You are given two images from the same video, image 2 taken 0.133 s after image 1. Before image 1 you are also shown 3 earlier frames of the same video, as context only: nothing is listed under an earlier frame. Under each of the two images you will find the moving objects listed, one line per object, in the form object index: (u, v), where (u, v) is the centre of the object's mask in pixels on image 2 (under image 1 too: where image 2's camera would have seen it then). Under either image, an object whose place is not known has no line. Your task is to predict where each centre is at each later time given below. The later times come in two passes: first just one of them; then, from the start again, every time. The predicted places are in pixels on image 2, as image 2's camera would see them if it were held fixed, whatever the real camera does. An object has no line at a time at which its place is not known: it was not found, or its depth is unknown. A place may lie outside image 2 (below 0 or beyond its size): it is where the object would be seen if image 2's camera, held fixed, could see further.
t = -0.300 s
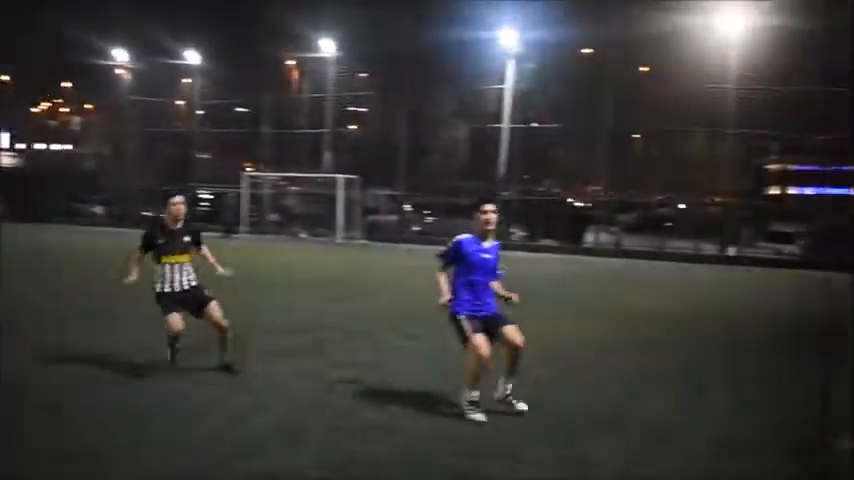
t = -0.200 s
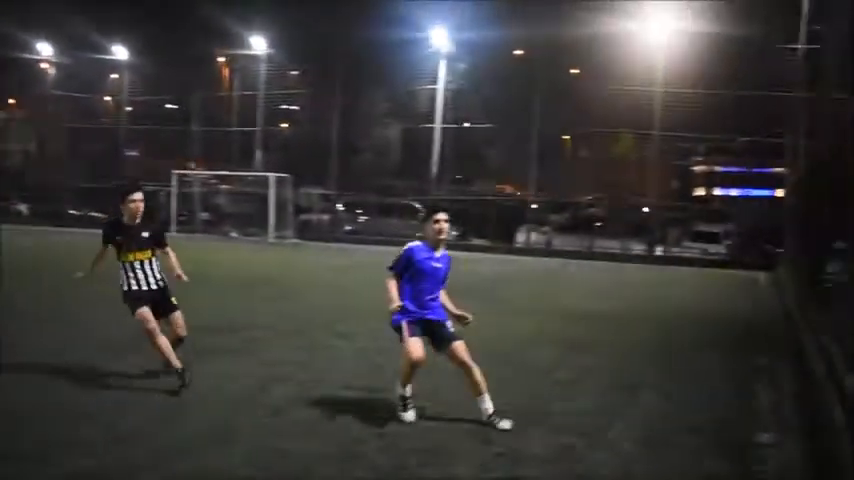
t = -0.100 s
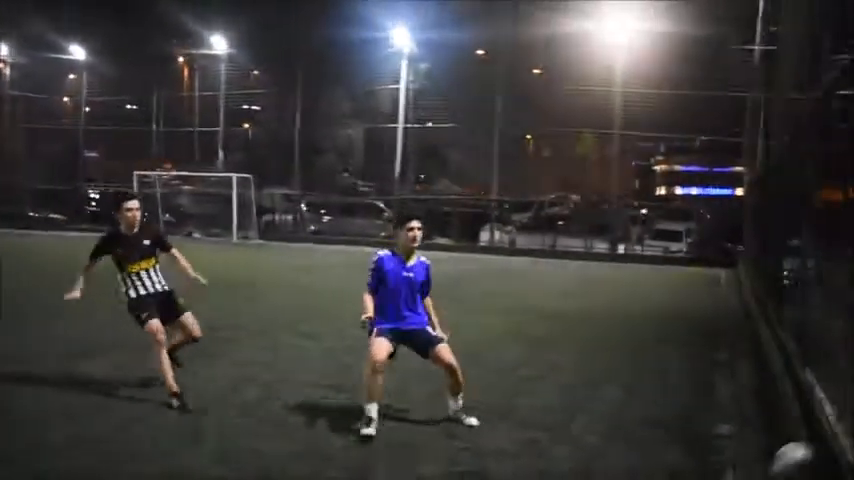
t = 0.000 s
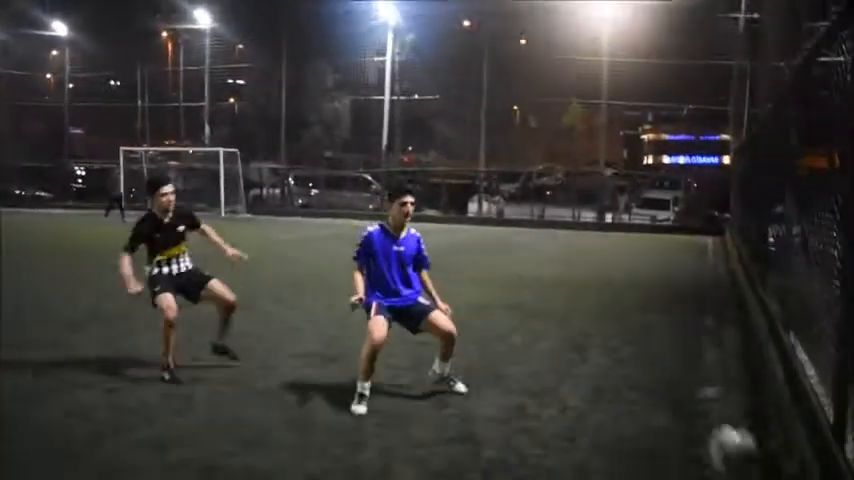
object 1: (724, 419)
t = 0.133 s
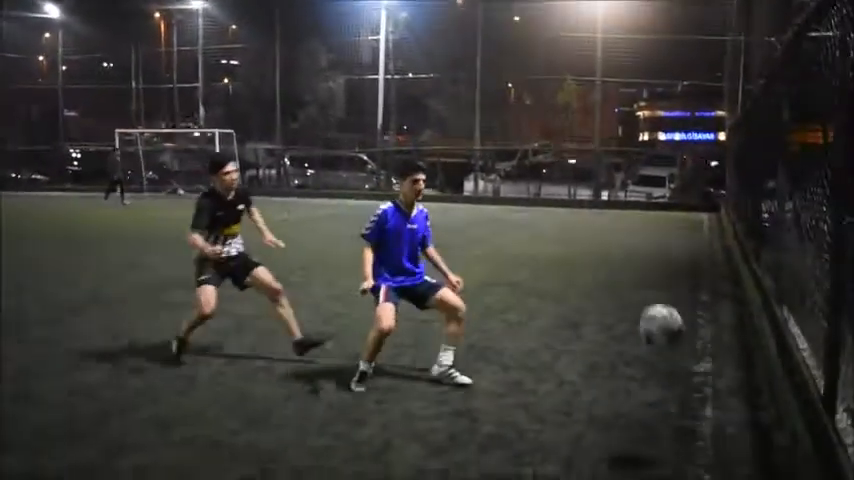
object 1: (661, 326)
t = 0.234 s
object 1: (614, 280)
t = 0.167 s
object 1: (646, 308)
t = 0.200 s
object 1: (631, 293)
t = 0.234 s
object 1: (614, 280)
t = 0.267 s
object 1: (599, 270)
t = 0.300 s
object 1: (586, 262)
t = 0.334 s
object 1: (572, 257)
